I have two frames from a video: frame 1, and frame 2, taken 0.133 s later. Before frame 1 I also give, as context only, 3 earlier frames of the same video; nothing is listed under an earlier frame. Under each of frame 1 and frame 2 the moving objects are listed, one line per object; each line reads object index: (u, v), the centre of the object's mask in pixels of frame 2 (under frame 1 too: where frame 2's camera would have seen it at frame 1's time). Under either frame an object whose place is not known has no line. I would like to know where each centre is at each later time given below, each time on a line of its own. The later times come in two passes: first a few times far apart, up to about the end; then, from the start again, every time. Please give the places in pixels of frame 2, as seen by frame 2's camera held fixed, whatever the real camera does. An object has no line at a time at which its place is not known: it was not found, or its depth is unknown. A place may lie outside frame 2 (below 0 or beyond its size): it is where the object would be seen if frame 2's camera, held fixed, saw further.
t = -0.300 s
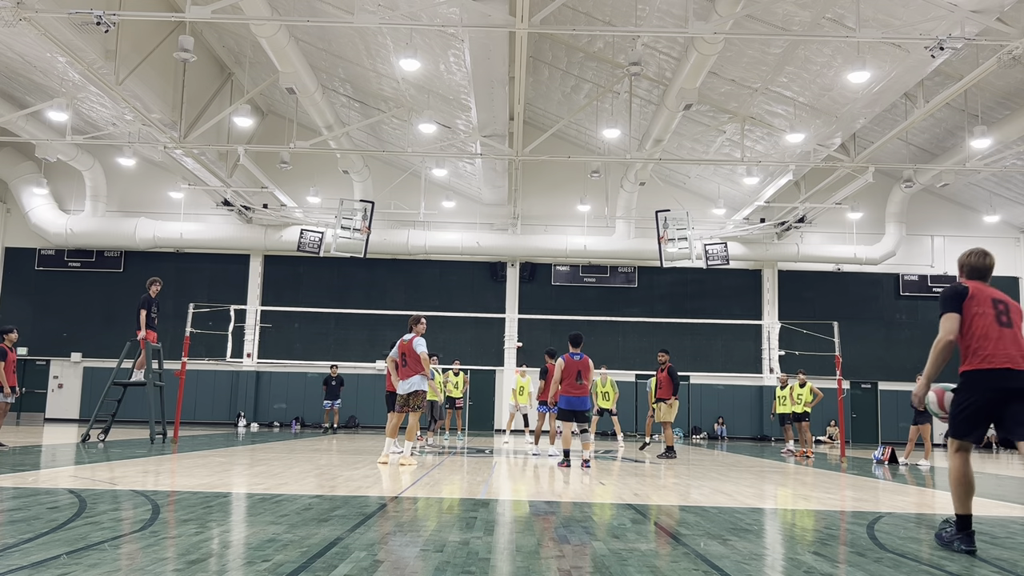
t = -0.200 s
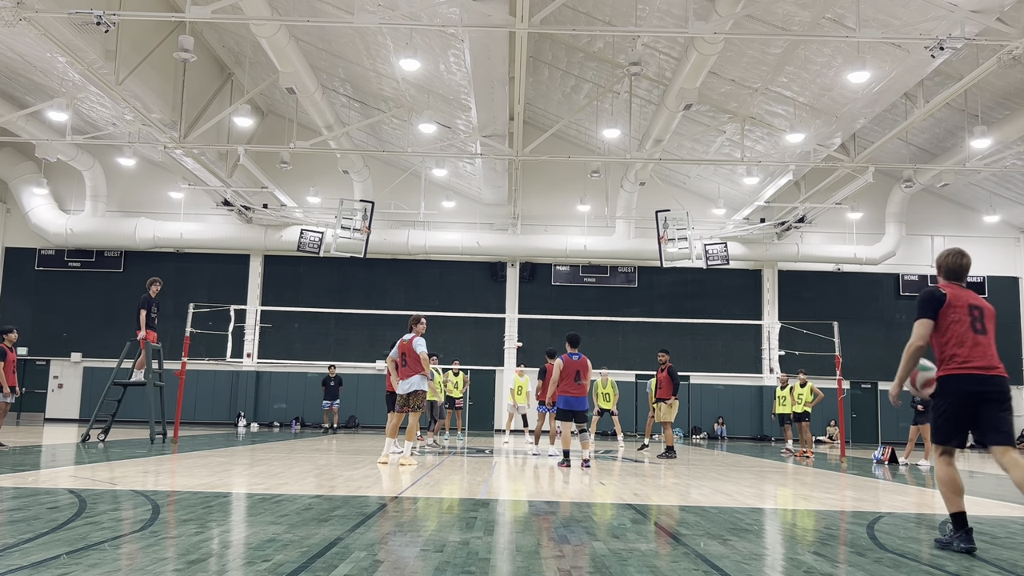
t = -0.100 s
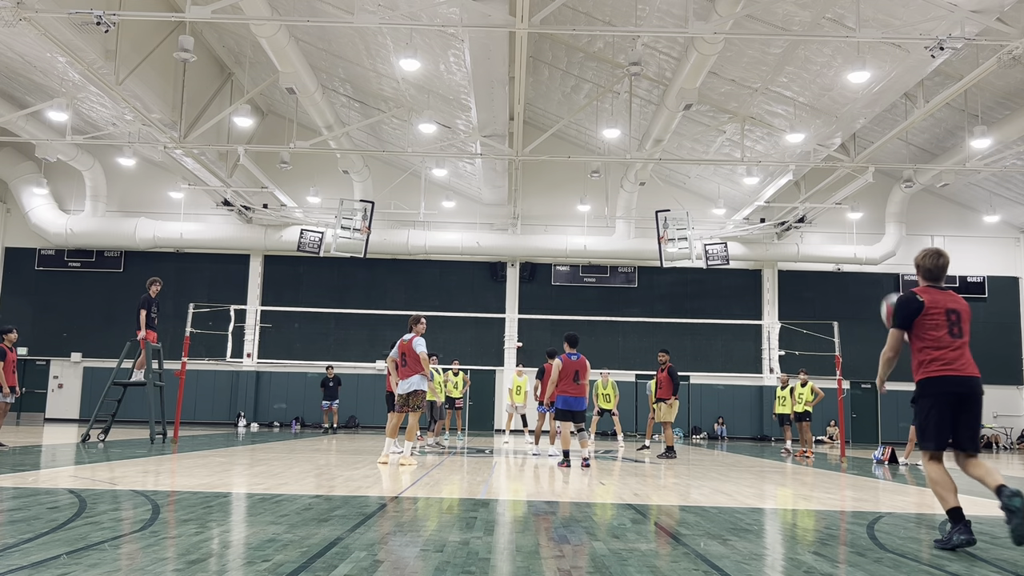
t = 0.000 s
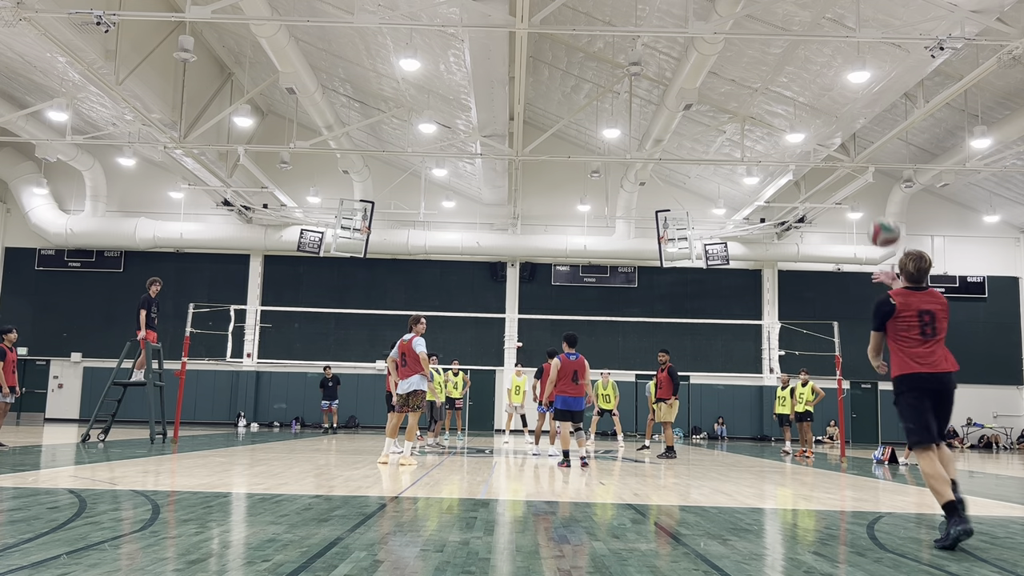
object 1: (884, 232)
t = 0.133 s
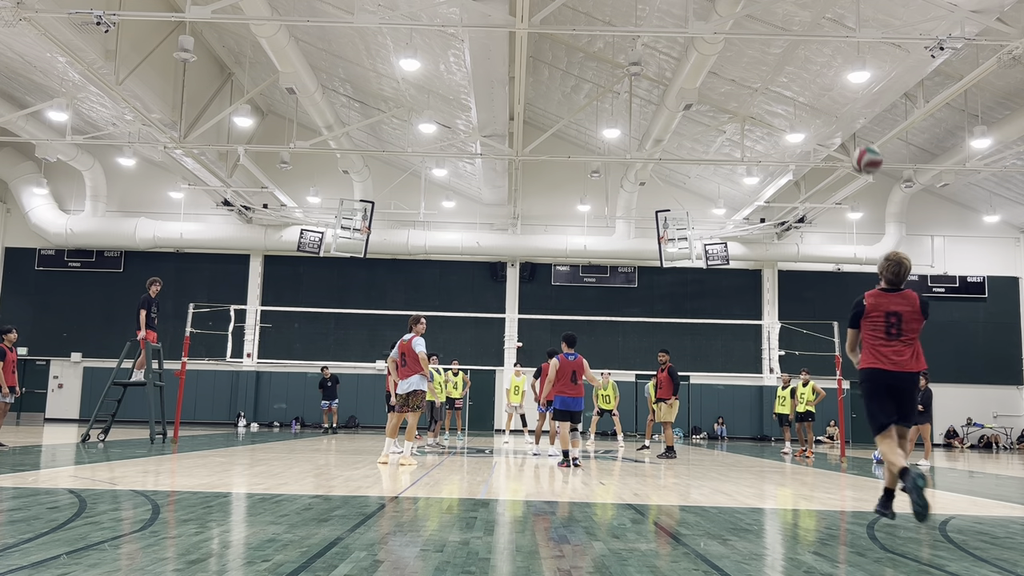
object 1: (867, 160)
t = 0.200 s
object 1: (860, 134)
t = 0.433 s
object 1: (837, 95)
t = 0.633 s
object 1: (820, 113)
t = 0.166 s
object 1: (863, 145)
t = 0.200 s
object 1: (860, 134)
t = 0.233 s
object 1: (856, 124)
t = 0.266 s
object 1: (853, 116)
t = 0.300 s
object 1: (849, 109)
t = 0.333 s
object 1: (846, 103)
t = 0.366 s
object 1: (843, 99)
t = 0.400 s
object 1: (839, 96)
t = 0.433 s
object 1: (837, 95)
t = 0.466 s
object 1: (834, 95)
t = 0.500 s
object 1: (831, 96)
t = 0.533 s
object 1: (828, 98)
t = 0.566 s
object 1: (825, 102)
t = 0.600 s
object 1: (823, 107)
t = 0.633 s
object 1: (820, 113)
